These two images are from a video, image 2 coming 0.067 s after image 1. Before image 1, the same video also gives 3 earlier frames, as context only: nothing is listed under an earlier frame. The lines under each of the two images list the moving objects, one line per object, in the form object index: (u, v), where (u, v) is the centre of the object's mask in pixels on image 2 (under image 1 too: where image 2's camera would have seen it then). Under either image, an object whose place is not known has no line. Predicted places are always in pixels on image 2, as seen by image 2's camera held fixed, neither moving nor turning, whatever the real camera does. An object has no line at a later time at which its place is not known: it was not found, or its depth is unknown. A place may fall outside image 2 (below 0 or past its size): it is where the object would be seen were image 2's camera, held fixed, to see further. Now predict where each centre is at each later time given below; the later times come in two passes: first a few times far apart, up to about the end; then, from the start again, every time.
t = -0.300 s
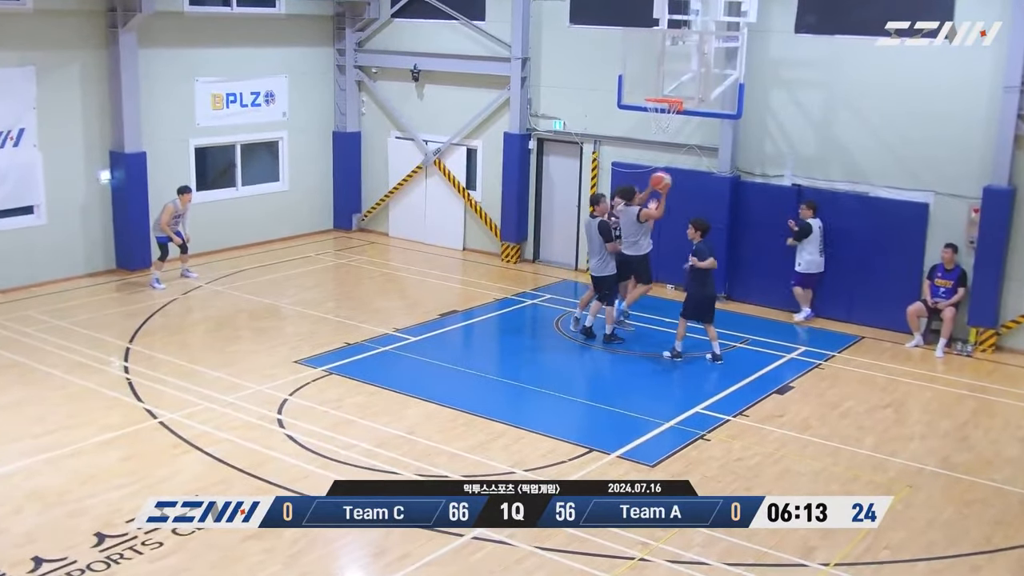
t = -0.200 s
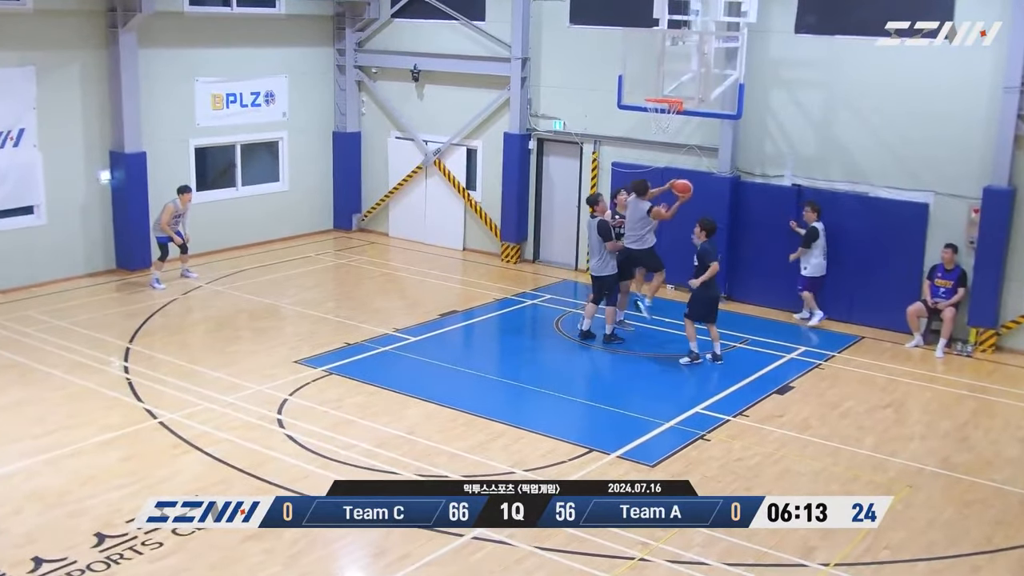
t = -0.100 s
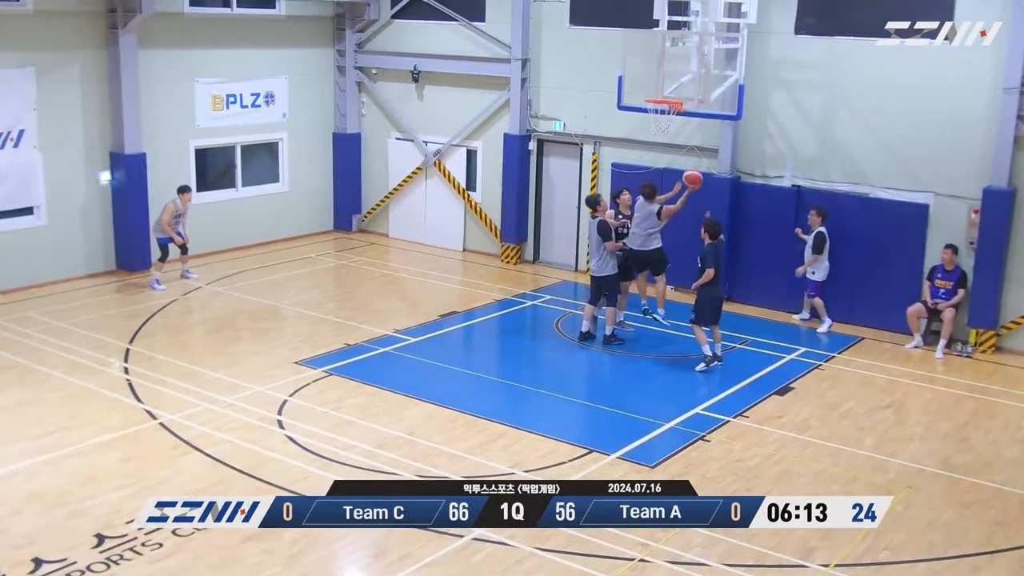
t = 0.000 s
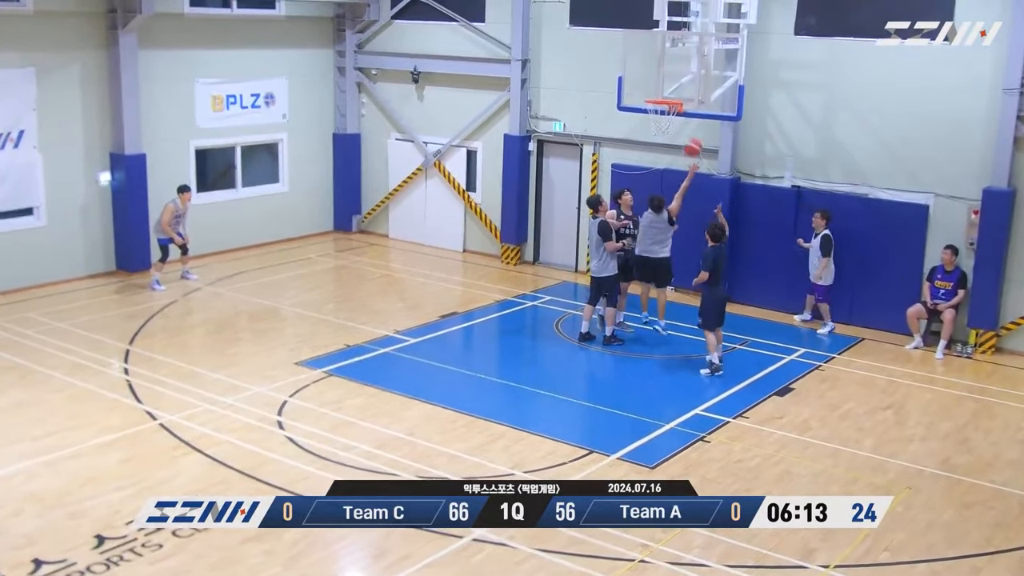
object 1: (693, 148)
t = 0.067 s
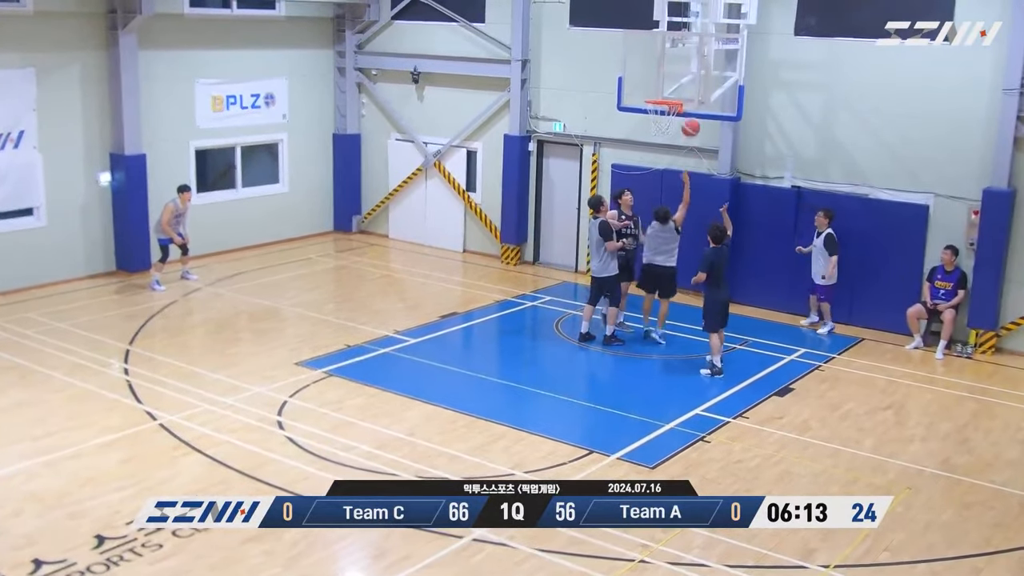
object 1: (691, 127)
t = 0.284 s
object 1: (684, 87)
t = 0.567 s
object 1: (659, 93)
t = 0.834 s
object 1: (673, 120)
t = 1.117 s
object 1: (671, 137)
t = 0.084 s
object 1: (690, 122)
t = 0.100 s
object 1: (689, 119)
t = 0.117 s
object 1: (689, 115)
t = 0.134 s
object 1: (688, 112)
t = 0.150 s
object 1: (688, 108)
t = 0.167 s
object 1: (688, 104)
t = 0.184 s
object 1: (688, 101)
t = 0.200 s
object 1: (687, 99)
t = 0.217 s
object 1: (686, 96)
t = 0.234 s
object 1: (686, 93)
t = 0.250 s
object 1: (685, 92)
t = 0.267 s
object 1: (684, 89)
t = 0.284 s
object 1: (684, 87)
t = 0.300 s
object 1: (683, 86)
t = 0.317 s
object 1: (682, 84)
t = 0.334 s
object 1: (681, 83)
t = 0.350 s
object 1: (681, 83)
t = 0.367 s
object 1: (680, 82)
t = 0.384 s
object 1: (680, 82)
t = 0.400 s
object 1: (679, 81)
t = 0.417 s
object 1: (677, 82)
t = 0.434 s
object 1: (675, 82)
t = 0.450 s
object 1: (673, 83)
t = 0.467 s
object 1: (671, 84)
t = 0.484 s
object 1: (669, 85)
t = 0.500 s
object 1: (667, 86)
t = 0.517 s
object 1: (665, 88)
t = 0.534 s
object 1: (663, 90)
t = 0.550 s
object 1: (661, 91)
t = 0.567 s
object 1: (659, 93)
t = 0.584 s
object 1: (657, 95)
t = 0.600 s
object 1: (656, 96)
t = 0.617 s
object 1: (656, 96)
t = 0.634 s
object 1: (656, 97)
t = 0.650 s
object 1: (656, 98)
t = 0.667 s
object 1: (654, 101)
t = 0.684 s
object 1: (657, 105)
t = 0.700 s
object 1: (659, 108)
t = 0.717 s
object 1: (660, 110)
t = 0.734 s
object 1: (662, 112)
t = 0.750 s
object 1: (664, 114)
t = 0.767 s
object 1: (666, 114)
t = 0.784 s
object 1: (668, 115)
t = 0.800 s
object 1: (669, 118)
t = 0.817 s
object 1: (671, 119)
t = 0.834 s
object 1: (673, 120)
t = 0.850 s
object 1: (674, 120)
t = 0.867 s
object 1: (675, 121)
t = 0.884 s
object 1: (676, 121)
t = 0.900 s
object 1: (676, 122)
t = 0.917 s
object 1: (677, 123)
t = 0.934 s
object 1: (677, 124)
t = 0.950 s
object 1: (677, 124)
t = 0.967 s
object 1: (677, 125)
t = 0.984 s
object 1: (677, 125)
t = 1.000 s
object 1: (677, 126)
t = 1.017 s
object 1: (676, 127)
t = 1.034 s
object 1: (675, 128)
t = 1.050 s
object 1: (674, 130)
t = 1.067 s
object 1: (673, 131)
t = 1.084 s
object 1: (673, 133)
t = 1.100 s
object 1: (672, 135)
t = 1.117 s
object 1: (671, 137)
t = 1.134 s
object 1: (670, 140)
